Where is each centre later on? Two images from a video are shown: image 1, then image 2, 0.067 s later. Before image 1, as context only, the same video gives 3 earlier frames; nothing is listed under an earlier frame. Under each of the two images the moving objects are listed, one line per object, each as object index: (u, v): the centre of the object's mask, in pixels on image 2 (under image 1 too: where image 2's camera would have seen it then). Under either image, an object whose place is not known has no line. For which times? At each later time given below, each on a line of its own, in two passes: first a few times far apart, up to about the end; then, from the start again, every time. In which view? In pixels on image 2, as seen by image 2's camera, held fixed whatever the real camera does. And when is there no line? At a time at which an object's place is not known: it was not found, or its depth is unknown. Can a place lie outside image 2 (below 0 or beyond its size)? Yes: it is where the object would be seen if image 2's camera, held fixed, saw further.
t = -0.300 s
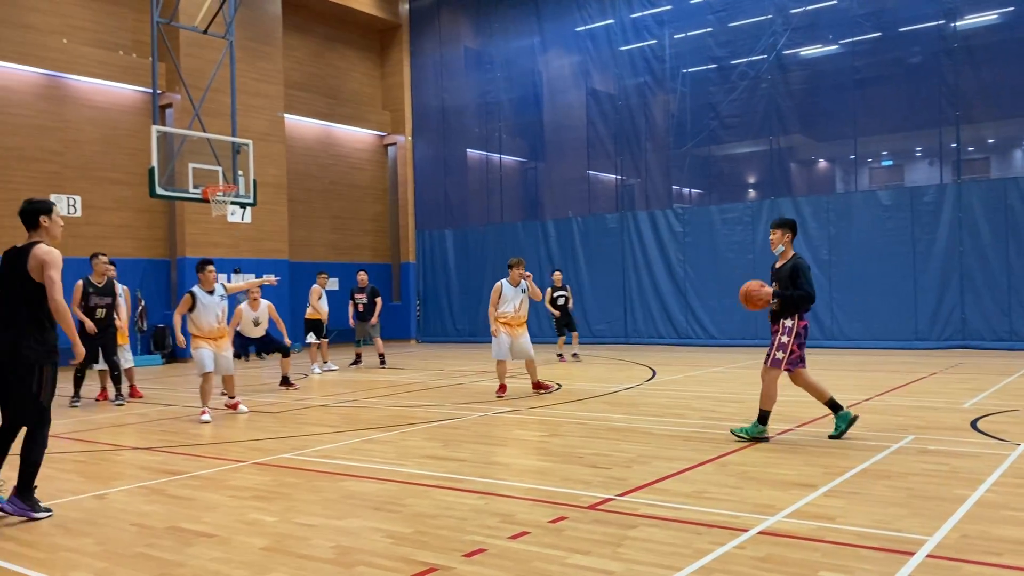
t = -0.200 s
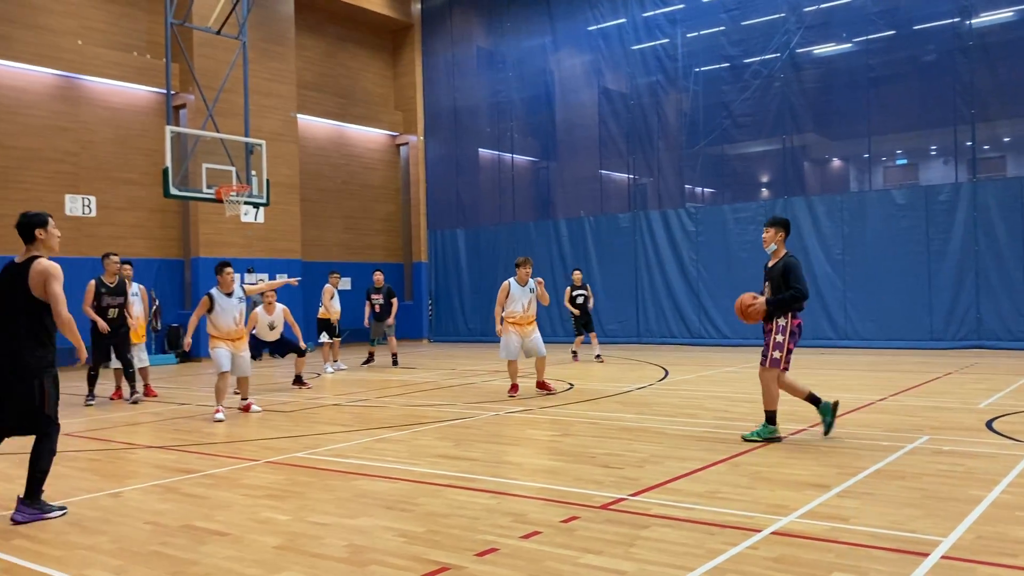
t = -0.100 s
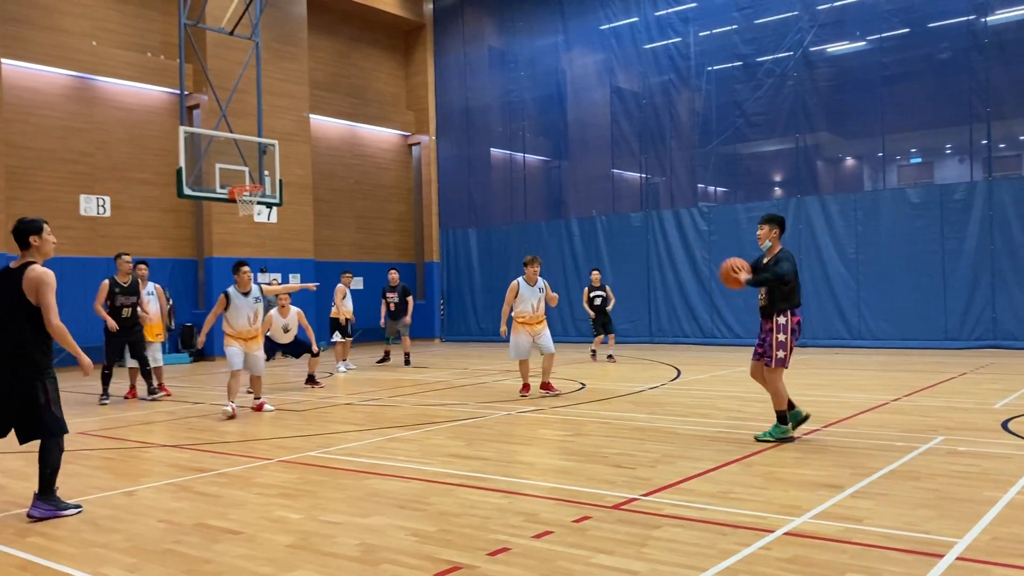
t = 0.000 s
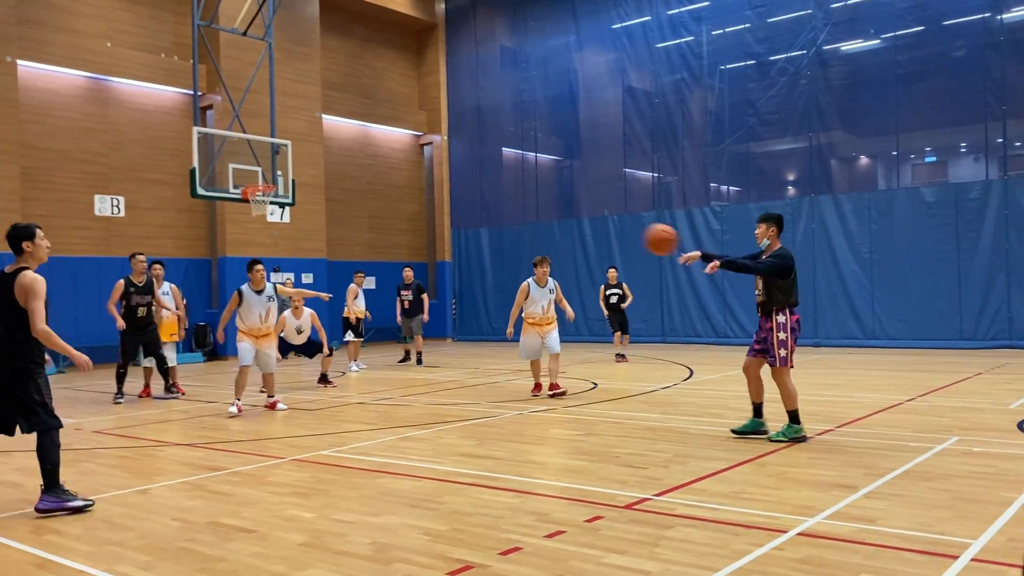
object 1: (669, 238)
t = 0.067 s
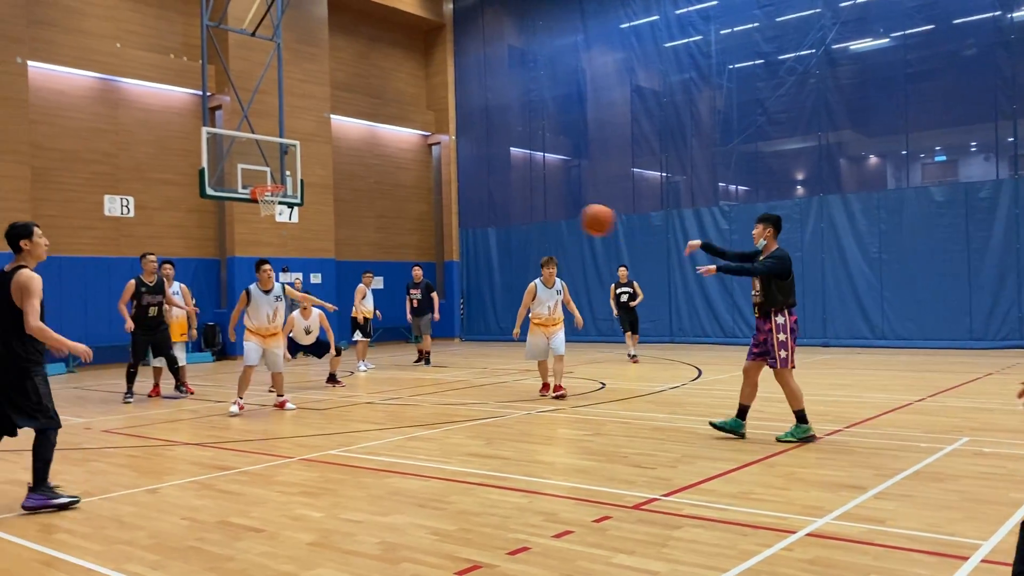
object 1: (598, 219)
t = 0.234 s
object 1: (419, 193)
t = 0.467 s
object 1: (151, 213)
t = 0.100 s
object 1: (561, 212)
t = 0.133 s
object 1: (526, 205)
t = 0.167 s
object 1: (491, 200)
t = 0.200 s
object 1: (455, 196)
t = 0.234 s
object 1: (419, 193)
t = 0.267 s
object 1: (381, 192)
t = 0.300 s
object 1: (346, 191)
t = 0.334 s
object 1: (309, 193)
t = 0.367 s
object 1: (269, 196)
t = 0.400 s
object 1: (231, 200)
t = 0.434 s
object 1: (191, 206)
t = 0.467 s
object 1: (151, 213)
